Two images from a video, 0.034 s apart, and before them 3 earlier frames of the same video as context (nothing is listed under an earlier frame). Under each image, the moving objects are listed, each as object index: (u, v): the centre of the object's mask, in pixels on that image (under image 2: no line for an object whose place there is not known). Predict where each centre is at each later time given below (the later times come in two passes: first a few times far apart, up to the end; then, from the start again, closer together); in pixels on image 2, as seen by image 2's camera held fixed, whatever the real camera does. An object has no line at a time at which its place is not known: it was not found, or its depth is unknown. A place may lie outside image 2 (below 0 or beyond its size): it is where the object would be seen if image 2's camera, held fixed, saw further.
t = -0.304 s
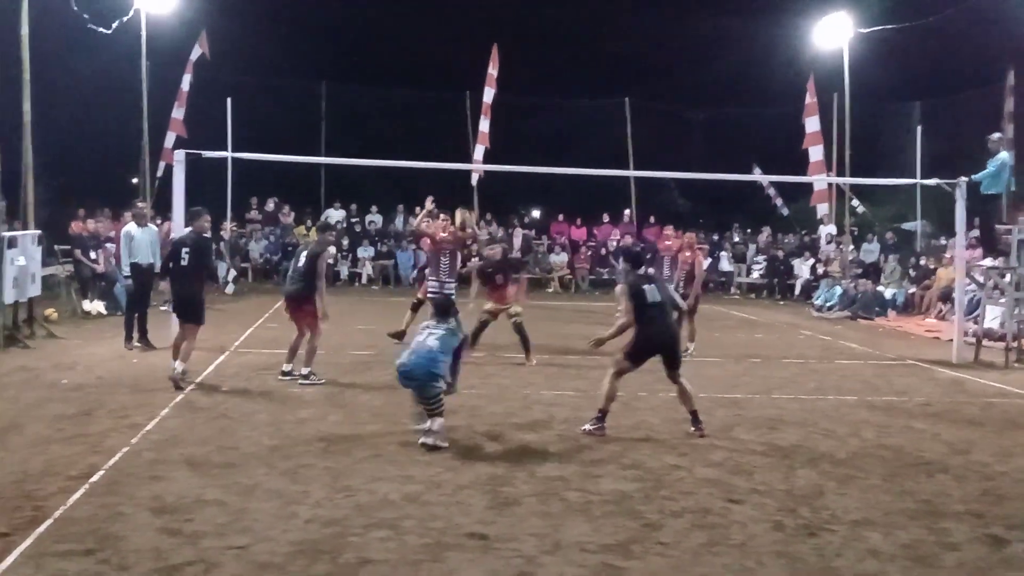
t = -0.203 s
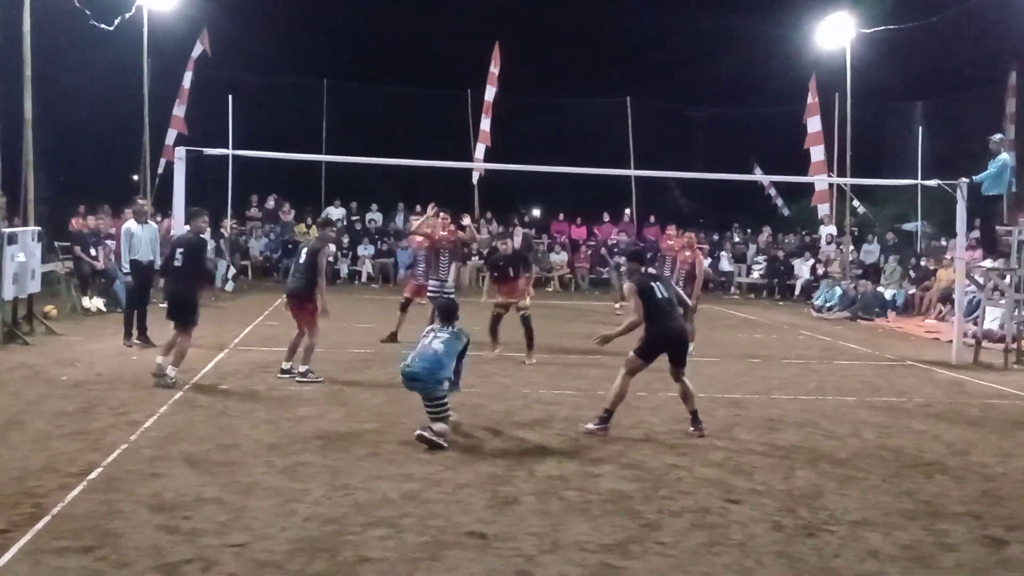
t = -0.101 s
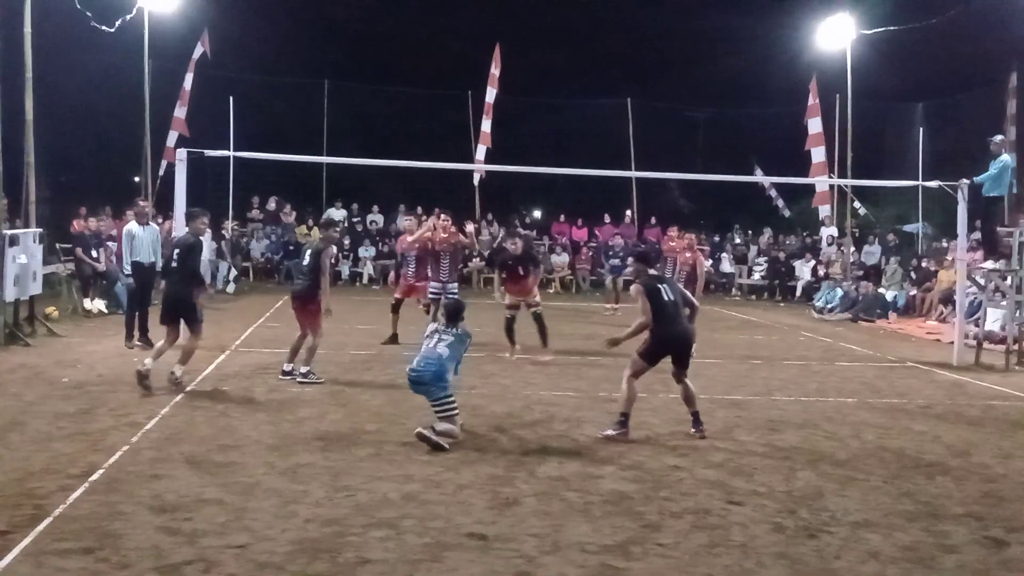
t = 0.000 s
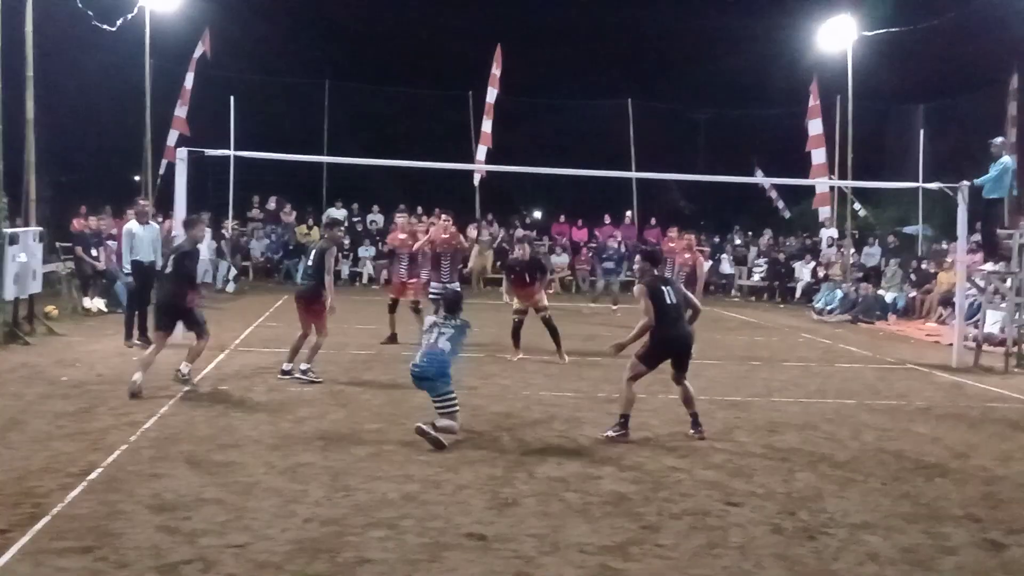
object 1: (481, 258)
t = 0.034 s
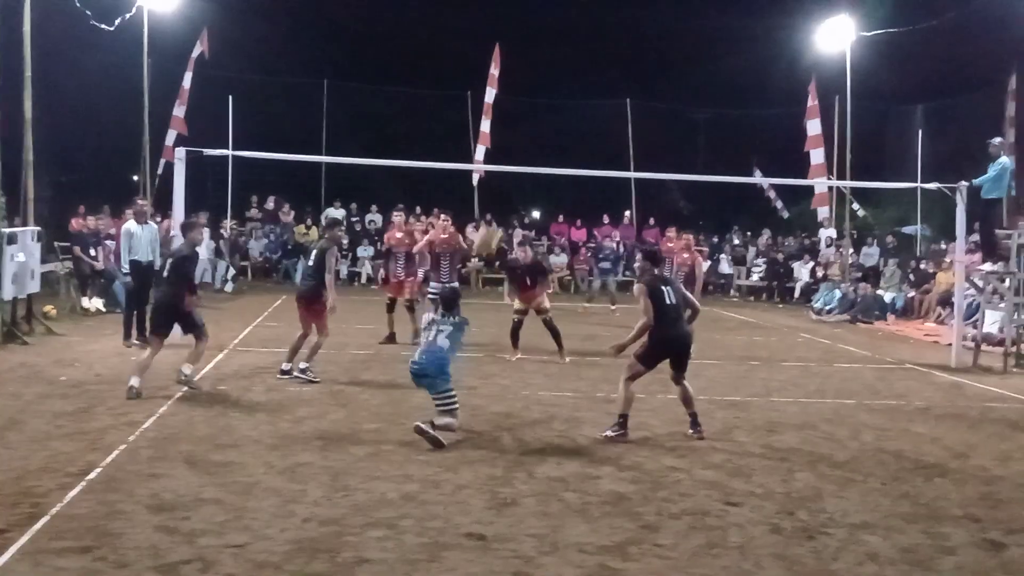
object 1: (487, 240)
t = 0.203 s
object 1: (521, 156)
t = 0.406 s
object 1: (557, 105)
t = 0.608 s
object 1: (587, 95)
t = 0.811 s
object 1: (611, 120)
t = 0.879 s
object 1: (619, 135)
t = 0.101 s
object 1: (501, 202)
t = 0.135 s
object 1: (508, 186)
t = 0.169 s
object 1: (515, 170)
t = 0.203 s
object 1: (521, 156)
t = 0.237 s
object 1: (527, 146)
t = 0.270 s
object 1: (533, 135)
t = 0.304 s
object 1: (539, 126)
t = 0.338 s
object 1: (546, 118)
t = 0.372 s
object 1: (551, 111)
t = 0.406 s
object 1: (557, 105)
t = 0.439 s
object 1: (562, 101)
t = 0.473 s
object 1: (567, 98)
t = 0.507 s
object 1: (573, 96)
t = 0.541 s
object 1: (577, 94)
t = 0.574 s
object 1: (582, 94)
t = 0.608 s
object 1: (587, 95)
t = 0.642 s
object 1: (591, 97)
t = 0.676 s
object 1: (595, 100)
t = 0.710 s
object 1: (600, 104)
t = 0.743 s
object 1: (604, 108)
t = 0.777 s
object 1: (608, 113)
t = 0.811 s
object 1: (611, 120)
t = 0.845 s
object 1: (615, 127)
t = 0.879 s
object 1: (619, 135)
